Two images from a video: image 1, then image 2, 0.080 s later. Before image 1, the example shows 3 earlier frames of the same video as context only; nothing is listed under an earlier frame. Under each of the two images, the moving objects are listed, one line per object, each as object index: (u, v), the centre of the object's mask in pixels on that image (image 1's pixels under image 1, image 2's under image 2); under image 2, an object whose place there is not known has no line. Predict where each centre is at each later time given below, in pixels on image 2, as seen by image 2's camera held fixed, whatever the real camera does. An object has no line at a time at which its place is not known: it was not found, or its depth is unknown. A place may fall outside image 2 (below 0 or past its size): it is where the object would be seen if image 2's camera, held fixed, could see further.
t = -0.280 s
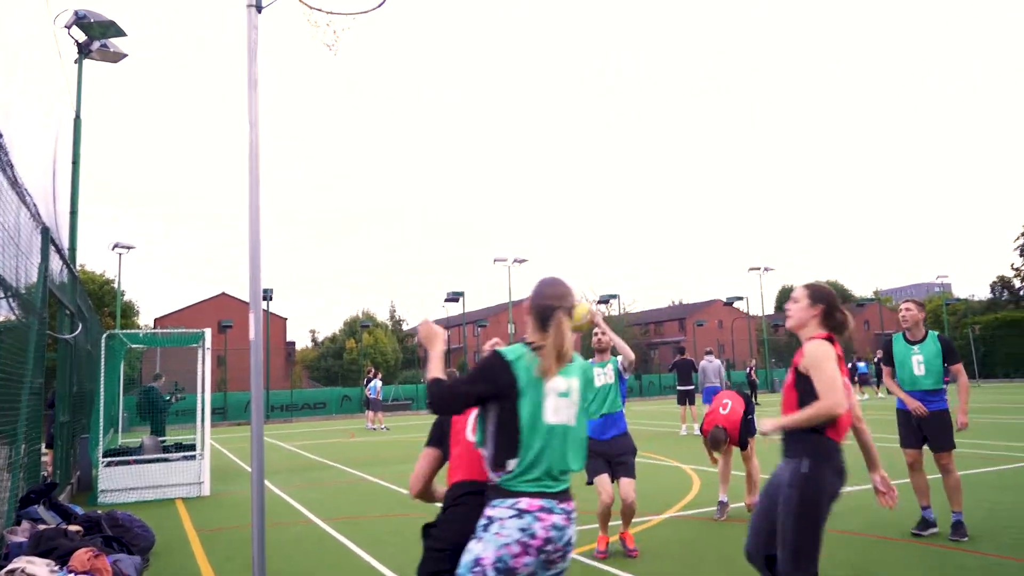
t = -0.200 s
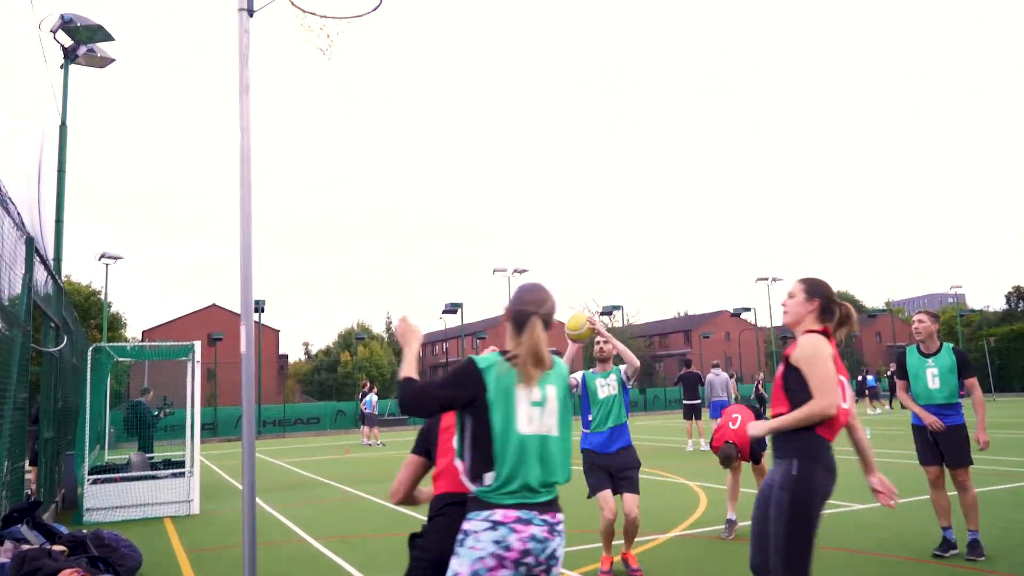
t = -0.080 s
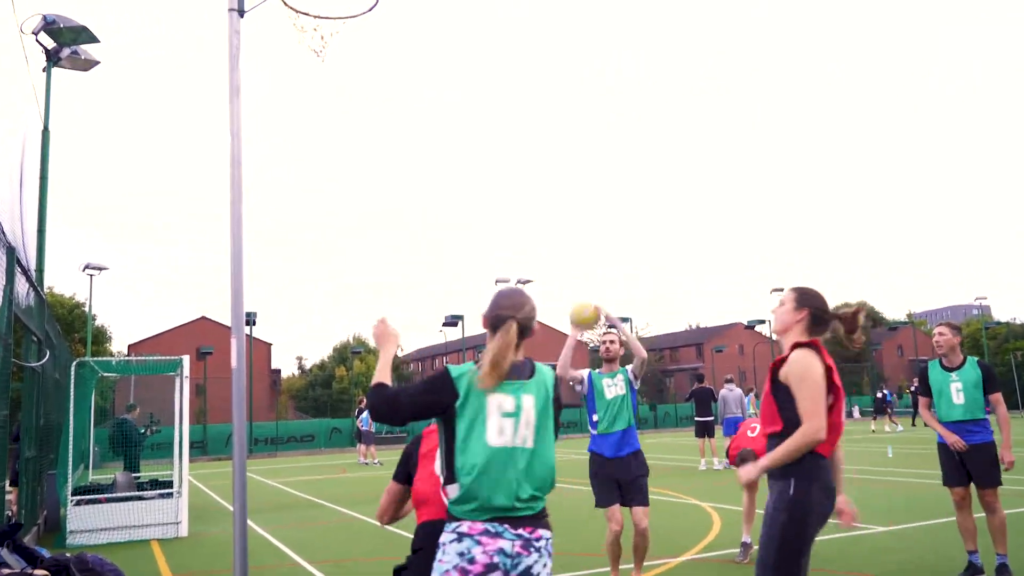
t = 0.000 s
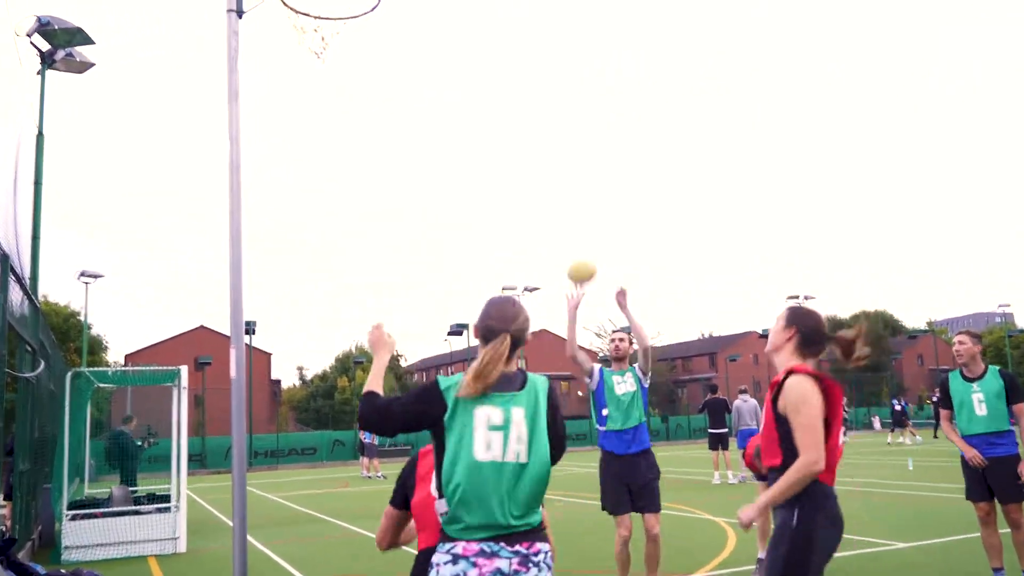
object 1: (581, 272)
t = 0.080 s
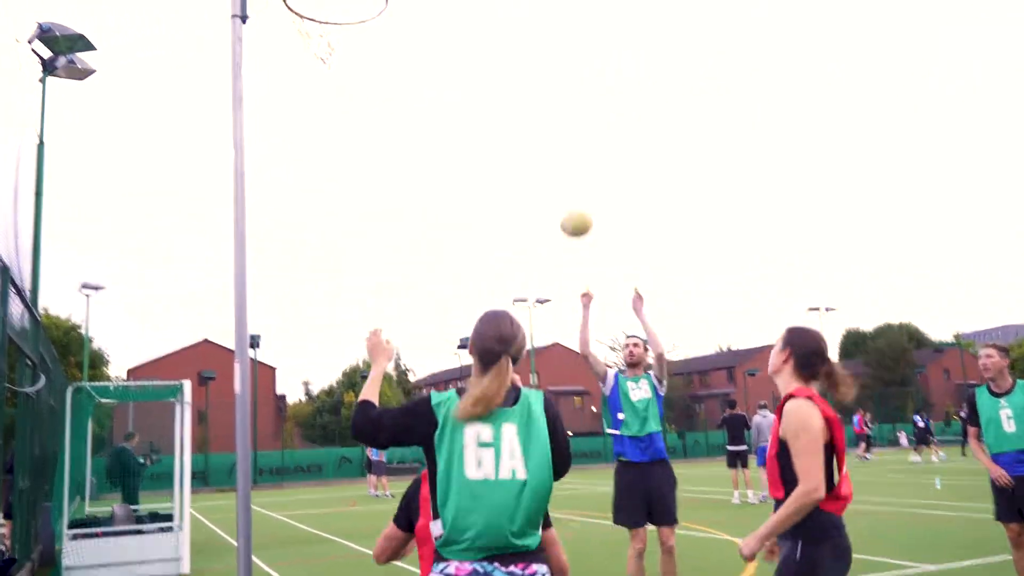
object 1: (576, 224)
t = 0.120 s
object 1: (565, 198)
